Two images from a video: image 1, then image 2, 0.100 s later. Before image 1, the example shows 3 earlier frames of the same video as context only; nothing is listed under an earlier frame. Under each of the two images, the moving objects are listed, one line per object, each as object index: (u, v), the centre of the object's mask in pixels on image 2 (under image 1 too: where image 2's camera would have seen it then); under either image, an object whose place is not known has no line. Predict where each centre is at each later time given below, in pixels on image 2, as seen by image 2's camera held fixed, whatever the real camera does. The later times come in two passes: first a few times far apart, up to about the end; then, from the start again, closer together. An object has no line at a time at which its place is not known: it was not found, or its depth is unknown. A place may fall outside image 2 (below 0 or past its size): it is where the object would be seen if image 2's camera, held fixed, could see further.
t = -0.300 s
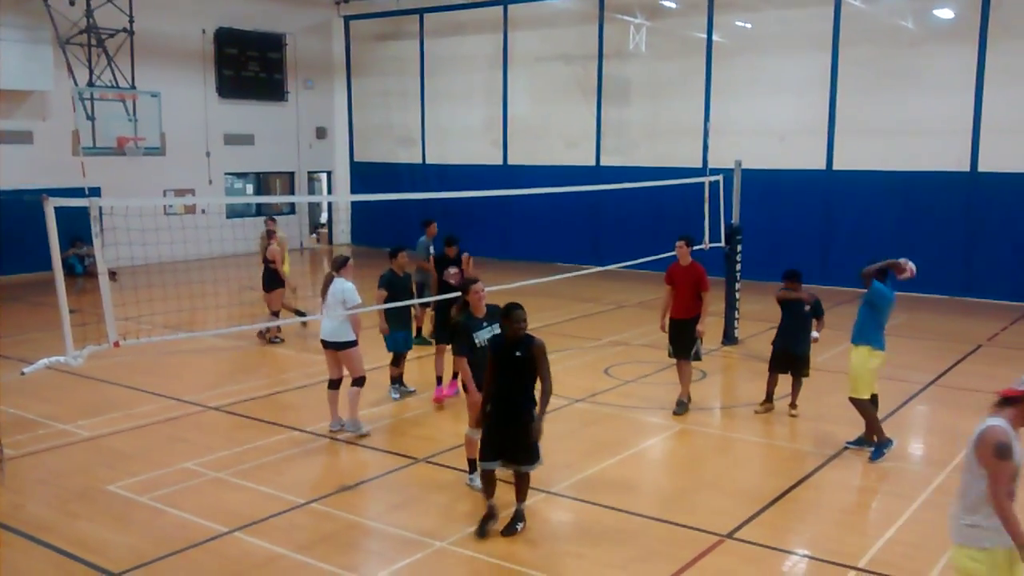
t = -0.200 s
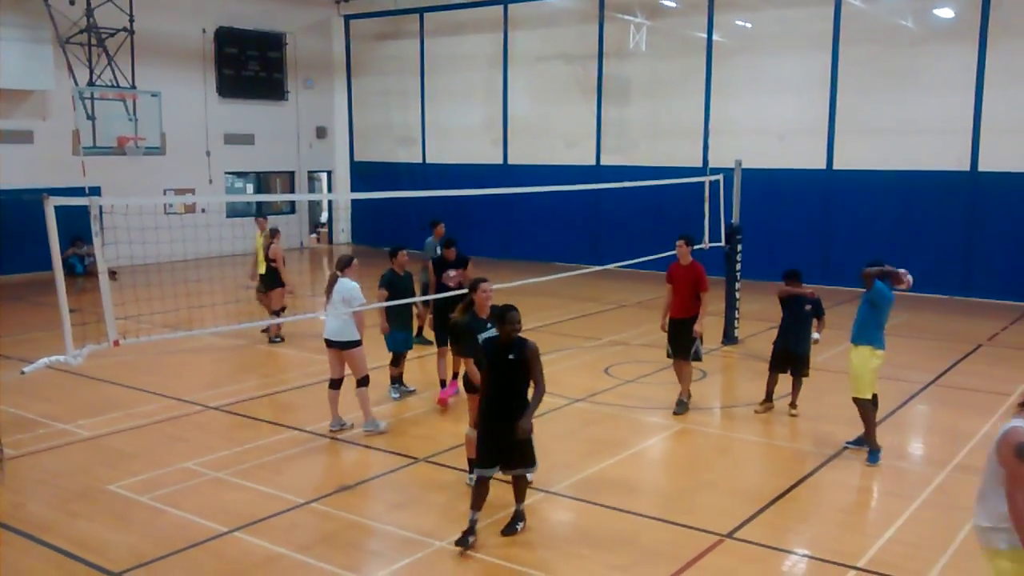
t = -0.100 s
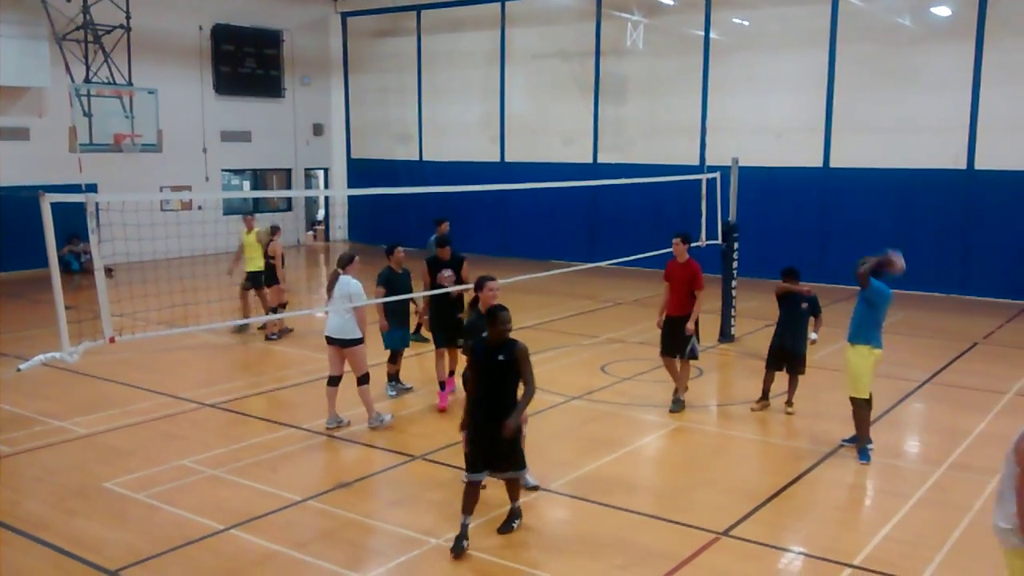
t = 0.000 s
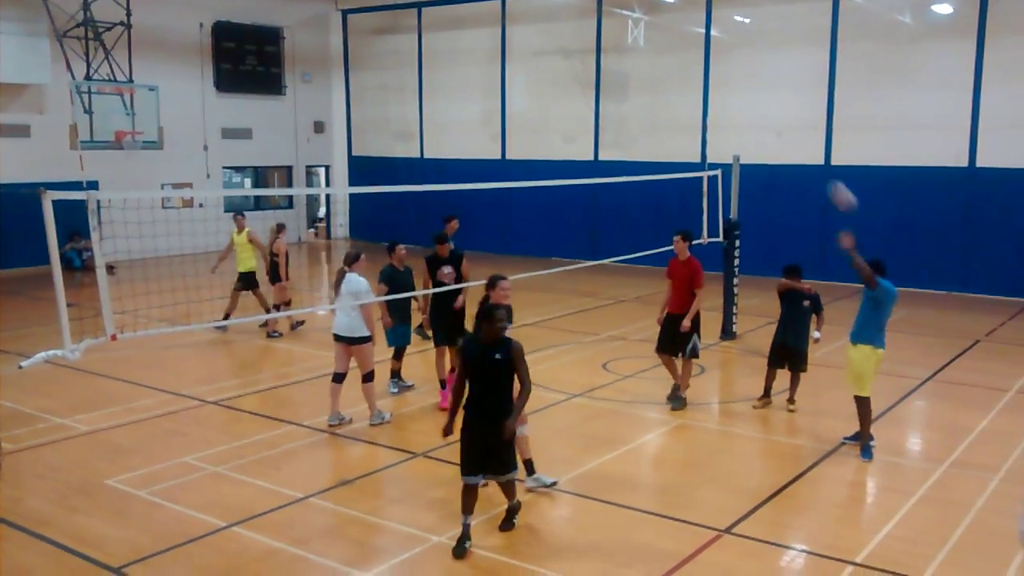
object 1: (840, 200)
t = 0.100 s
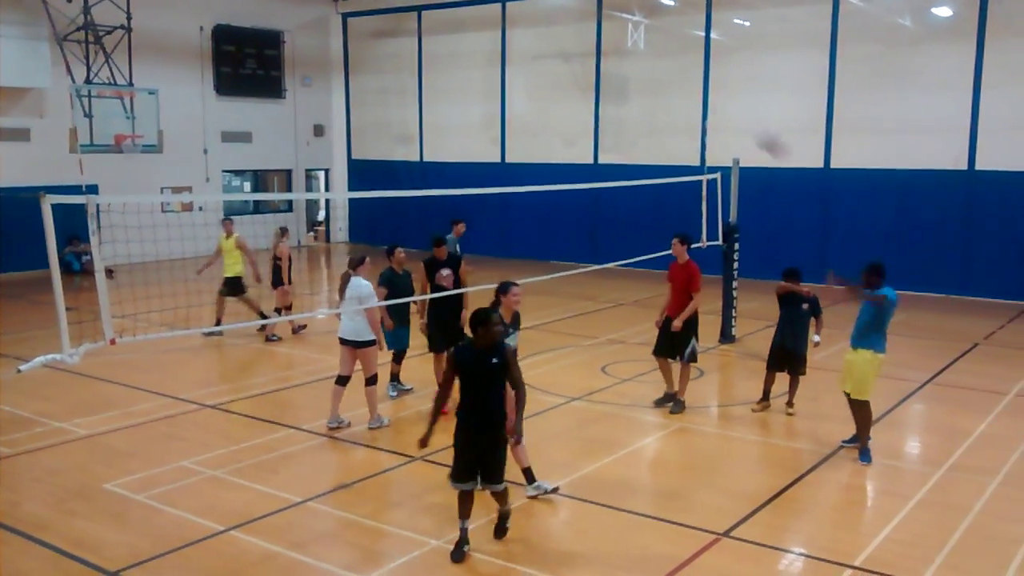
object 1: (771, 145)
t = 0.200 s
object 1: (704, 99)
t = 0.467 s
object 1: (543, 39)
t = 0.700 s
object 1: (419, 48)
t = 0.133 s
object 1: (749, 128)
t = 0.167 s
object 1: (727, 114)
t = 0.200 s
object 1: (704, 99)
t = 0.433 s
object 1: (561, 43)
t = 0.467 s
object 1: (543, 39)
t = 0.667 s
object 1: (434, 44)
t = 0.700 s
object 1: (419, 48)
